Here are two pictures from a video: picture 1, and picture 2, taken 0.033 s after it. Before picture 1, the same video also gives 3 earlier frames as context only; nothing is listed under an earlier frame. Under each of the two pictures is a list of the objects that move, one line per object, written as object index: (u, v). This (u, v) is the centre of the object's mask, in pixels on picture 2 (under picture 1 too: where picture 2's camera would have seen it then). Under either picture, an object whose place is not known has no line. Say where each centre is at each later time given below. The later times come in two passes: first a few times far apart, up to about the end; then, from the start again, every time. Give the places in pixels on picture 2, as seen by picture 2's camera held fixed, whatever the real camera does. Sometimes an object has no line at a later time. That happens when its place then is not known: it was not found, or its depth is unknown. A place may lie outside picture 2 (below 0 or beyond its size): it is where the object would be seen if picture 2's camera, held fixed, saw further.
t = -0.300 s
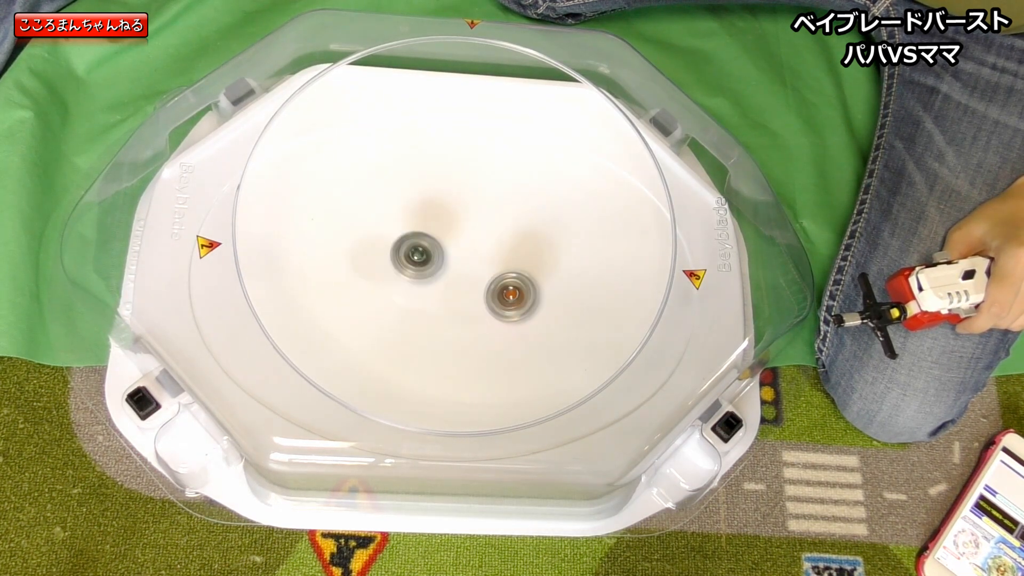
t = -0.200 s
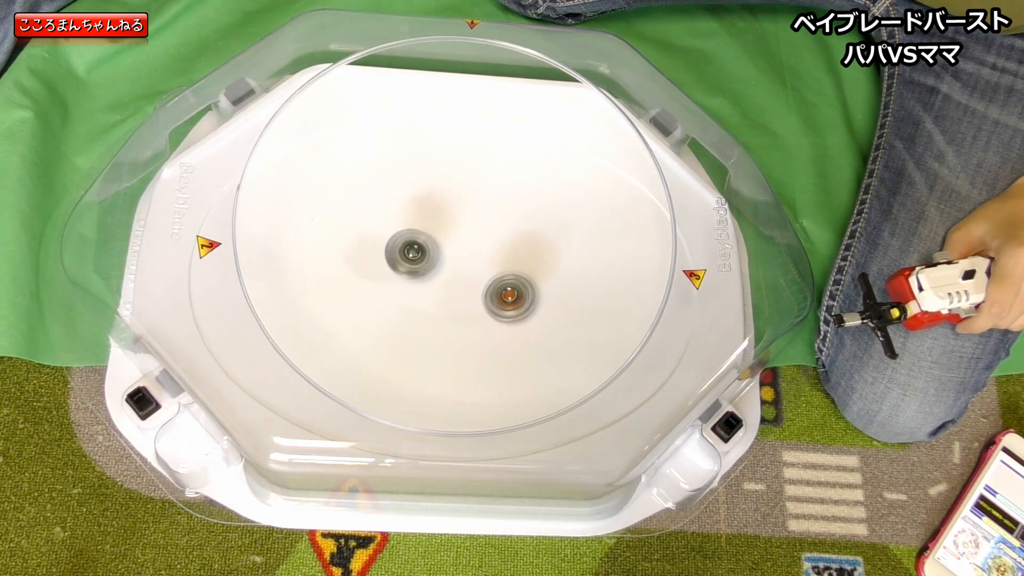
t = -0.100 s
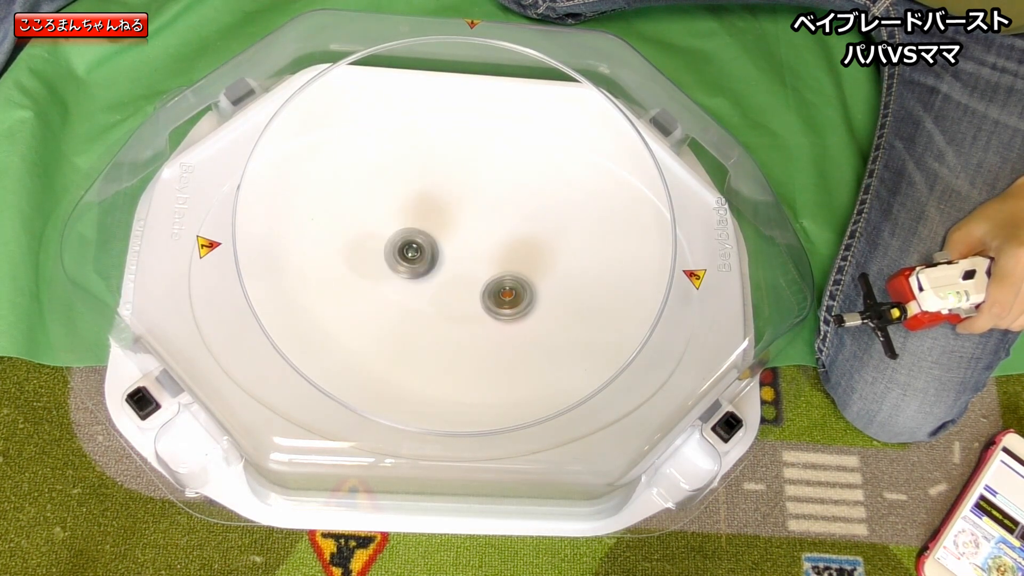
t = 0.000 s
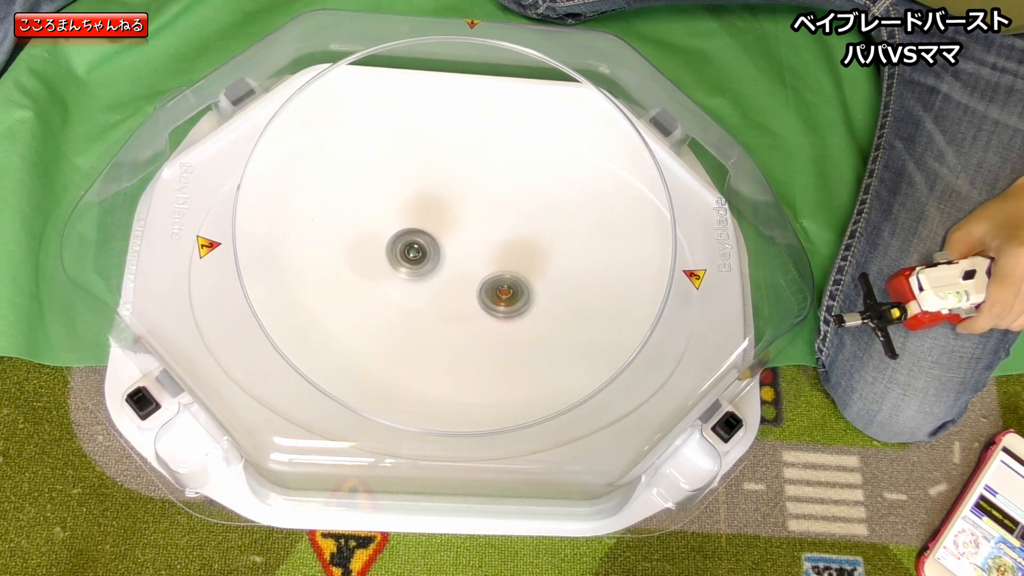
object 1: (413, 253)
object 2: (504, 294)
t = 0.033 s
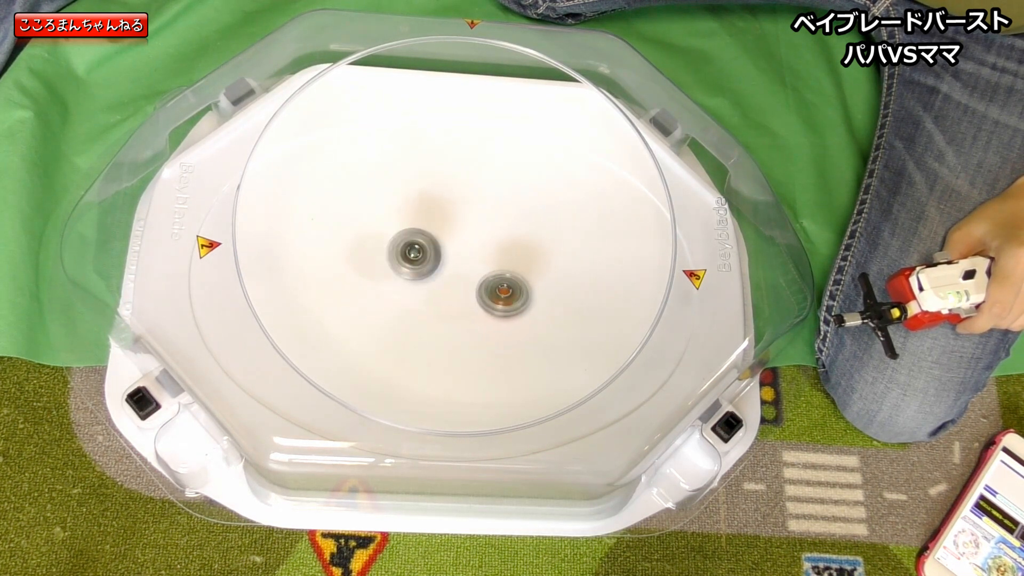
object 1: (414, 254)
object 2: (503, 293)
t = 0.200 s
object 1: (422, 259)
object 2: (496, 284)
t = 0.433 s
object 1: (434, 266)
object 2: (491, 273)
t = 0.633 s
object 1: (436, 270)
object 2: (494, 276)
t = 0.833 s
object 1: (434, 276)
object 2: (497, 277)
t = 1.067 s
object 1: (431, 282)
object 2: (495, 281)
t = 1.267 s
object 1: (425, 281)
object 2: (487, 283)
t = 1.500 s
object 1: (423, 276)
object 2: (480, 273)
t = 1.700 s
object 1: (425, 271)
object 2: (489, 270)
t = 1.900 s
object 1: (433, 267)
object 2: (492, 272)
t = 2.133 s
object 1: (430, 265)
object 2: (493, 282)
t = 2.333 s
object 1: (427, 261)
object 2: (484, 284)
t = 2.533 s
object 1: (424, 255)
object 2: (479, 282)
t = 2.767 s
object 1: (429, 252)
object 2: (483, 283)
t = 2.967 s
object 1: (432, 252)
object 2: (496, 291)
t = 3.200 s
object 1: (450, 262)
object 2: (492, 293)
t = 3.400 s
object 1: (447, 243)
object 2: (472, 294)
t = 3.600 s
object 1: (447, 229)
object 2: (461, 283)
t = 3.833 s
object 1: (457, 228)
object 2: (458, 284)
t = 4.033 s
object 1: (467, 237)
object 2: (456, 297)
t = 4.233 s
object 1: (470, 257)
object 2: (451, 302)
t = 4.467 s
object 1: (483, 253)
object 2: (444, 298)
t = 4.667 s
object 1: (490, 257)
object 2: (445, 299)
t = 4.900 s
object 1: (488, 266)
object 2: (440, 299)
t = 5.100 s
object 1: (478, 270)
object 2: (438, 299)
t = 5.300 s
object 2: (428, 288)
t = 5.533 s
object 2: (438, 281)
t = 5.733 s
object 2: (436, 276)
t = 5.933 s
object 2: (434, 276)
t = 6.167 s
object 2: (433, 270)
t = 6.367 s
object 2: (431, 278)
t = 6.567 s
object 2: (419, 277)
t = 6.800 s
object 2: (422, 271)
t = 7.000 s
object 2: (427, 275)
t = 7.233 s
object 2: (426, 275)
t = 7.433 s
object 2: (428, 270)
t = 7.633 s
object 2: (431, 269)
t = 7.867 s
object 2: (436, 269)
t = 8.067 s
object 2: (443, 261)
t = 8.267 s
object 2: (477, 257)
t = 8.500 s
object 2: (510, 268)
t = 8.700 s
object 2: (509, 269)
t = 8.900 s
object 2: (509, 269)
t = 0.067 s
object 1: (415, 254)
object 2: (502, 292)
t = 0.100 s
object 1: (416, 255)
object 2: (501, 290)
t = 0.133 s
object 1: (417, 256)
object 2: (500, 289)
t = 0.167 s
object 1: (420, 257)
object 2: (498, 285)
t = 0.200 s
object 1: (422, 259)
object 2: (496, 284)
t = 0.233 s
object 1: (424, 260)
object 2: (494, 282)
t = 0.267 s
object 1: (426, 262)
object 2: (493, 280)
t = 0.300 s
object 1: (429, 263)
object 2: (491, 278)
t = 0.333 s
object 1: (432, 265)
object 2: (489, 275)
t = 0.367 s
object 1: (434, 267)
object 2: (488, 273)
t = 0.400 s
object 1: (434, 267)
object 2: (490, 274)
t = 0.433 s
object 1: (434, 266)
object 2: (491, 273)
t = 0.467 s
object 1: (435, 267)
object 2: (491, 273)
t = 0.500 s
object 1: (436, 267)
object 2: (491, 274)
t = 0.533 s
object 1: (435, 267)
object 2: (493, 275)
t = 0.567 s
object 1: (435, 268)
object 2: (494, 276)
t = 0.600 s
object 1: (435, 269)
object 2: (494, 276)
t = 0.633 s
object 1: (436, 270)
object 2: (494, 276)
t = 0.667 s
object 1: (436, 270)
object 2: (494, 277)
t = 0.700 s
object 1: (435, 271)
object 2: (495, 277)
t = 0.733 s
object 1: (434, 272)
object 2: (496, 278)
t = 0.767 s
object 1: (434, 273)
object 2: (497, 276)
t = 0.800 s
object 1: (434, 275)
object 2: (497, 277)
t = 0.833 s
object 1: (434, 276)
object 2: (497, 277)
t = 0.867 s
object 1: (434, 277)
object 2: (496, 277)
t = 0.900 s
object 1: (435, 278)
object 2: (496, 277)
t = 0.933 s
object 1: (435, 279)
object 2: (495, 278)
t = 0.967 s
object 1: (436, 280)
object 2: (494, 278)
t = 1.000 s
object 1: (437, 282)
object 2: (494, 279)
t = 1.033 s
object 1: (435, 282)
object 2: (495, 279)
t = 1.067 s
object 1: (431, 282)
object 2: (495, 281)
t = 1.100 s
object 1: (428, 282)
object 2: (496, 282)
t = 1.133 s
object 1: (427, 281)
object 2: (494, 282)
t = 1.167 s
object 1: (426, 281)
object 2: (493, 283)
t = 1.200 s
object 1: (425, 282)
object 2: (491, 285)
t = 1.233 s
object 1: (425, 281)
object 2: (489, 285)
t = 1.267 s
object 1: (425, 281)
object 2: (487, 283)
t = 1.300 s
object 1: (425, 281)
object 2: (484, 282)
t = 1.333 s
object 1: (425, 280)
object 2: (482, 280)
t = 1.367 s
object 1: (424, 279)
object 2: (481, 279)
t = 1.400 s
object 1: (423, 278)
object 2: (481, 277)
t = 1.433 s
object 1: (422, 277)
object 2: (481, 276)
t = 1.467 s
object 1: (422, 276)
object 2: (481, 275)
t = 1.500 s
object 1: (423, 276)
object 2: (480, 273)
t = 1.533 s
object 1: (424, 275)
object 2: (480, 272)
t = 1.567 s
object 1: (425, 275)
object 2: (481, 272)
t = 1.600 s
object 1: (424, 273)
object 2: (484, 271)
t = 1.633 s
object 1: (423, 272)
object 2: (486, 270)
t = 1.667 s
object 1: (424, 271)
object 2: (488, 270)
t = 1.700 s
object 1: (425, 271)
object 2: (489, 270)
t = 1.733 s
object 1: (426, 270)
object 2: (490, 270)
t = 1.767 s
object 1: (427, 270)
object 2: (490, 270)
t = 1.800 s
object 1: (429, 269)
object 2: (490, 270)
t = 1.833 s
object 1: (432, 268)
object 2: (490, 270)
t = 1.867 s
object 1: (434, 268)
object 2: (490, 271)
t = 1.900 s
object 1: (433, 267)
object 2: (492, 272)
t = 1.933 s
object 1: (432, 267)
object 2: (492, 273)
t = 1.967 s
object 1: (432, 267)
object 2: (493, 274)
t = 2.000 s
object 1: (433, 267)
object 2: (492, 275)
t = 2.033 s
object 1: (434, 268)
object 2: (491, 276)
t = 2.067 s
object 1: (435, 268)
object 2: (491, 276)
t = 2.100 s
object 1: (433, 266)
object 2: (491, 279)
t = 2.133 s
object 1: (430, 265)
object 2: (493, 282)
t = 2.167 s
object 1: (428, 264)
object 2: (493, 284)
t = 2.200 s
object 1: (426, 263)
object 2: (492, 285)
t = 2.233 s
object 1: (426, 262)
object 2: (491, 285)
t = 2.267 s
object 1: (426, 262)
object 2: (489, 285)
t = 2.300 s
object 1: (426, 261)
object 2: (487, 284)
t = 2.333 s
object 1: (427, 261)
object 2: (484, 284)
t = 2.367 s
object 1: (427, 261)
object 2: (482, 283)
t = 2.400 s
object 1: (428, 260)
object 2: (480, 282)
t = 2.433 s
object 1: (425, 258)
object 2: (480, 282)
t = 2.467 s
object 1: (424, 256)
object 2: (480, 282)
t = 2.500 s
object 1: (423, 255)
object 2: (479, 282)
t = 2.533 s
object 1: (424, 255)
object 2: (479, 282)
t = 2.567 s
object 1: (424, 254)
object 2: (479, 282)
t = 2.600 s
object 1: (425, 254)
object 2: (479, 281)
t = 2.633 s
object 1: (426, 254)
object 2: (479, 281)
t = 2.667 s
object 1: (427, 254)
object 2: (479, 281)
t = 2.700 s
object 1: (429, 254)
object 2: (479, 281)
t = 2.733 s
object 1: (431, 254)
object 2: (479, 281)
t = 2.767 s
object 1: (429, 252)
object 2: (483, 283)
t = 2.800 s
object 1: (428, 250)
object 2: (486, 285)
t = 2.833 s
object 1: (427, 249)
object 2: (490, 286)
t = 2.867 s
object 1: (428, 249)
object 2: (492, 287)
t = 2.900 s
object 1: (429, 250)
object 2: (495, 288)
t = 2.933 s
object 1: (430, 251)
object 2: (496, 289)
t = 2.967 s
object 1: (432, 252)
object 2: (496, 291)
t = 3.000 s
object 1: (434, 253)
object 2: (496, 291)
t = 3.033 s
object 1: (437, 255)
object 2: (496, 292)
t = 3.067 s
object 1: (439, 257)
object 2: (496, 292)
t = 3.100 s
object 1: (442, 259)
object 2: (495, 292)
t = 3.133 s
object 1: (445, 261)
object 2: (494, 292)
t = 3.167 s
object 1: (447, 262)
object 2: (493, 291)
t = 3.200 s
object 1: (450, 262)
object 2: (492, 293)
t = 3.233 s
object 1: (450, 258)
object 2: (492, 296)
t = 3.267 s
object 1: (449, 255)
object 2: (490, 298)
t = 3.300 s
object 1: (450, 253)
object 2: (487, 298)
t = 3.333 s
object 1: (449, 251)
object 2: (482, 296)
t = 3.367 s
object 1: (449, 247)
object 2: (476, 295)
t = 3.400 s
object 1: (447, 243)
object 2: (472, 294)
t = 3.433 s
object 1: (446, 240)
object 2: (469, 292)
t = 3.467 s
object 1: (445, 238)
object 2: (466, 290)
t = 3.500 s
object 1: (445, 236)
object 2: (464, 286)
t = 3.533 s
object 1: (446, 234)
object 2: (462, 284)
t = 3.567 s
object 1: (446, 231)
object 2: (461, 283)
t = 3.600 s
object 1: (447, 229)
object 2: (461, 283)
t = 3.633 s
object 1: (447, 227)
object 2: (460, 283)
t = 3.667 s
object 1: (448, 226)
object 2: (460, 283)
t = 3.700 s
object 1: (449, 225)
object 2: (460, 283)
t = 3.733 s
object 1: (451, 225)
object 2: (459, 283)
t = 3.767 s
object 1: (452, 226)
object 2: (459, 284)
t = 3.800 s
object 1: (455, 227)
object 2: (459, 284)
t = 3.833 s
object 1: (457, 228)
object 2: (458, 284)
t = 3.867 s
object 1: (459, 230)
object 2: (458, 284)
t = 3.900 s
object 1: (460, 231)
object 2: (457, 284)
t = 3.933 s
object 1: (462, 233)
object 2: (457, 287)
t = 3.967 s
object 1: (465, 233)
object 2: (456, 290)
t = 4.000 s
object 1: (466, 235)
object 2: (457, 294)
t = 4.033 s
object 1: (467, 237)
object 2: (456, 297)
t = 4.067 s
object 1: (468, 239)
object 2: (455, 300)
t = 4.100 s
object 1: (468, 243)
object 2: (454, 301)
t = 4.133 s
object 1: (469, 246)
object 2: (453, 302)
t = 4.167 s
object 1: (469, 250)
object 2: (452, 302)
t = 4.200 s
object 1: (469, 254)
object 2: (452, 301)
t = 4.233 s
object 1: (470, 257)
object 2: (451, 302)
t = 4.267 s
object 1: (472, 255)
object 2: (450, 304)
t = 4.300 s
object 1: (476, 255)
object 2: (447, 304)
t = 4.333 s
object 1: (478, 255)
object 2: (447, 304)
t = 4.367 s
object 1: (479, 255)
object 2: (447, 302)
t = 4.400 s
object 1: (479, 256)
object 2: (447, 299)
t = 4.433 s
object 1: (480, 255)
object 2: (446, 298)
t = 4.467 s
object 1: (483, 253)
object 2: (444, 298)
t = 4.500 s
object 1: (486, 253)
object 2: (443, 297)
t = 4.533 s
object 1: (487, 254)
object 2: (444, 298)
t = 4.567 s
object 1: (488, 254)
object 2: (444, 298)
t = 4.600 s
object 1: (489, 255)
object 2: (444, 299)
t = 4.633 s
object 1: (489, 256)
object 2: (444, 298)
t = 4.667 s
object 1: (490, 257)
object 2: (445, 299)
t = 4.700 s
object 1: (490, 259)
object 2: (445, 298)
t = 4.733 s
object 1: (490, 261)
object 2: (445, 299)
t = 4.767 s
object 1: (489, 263)
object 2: (445, 298)
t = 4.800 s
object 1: (488, 264)
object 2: (445, 298)
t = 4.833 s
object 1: (487, 265)
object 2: (444, 298)
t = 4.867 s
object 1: (488, 265)
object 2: (443, 298)
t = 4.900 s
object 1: (488, 266)
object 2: (440, 299)
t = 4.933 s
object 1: (486, 267)
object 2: (439, 300)
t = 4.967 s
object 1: (484, 268)
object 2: (438, 300)
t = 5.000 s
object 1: (483, 268)
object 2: (438, 299)
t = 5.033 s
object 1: (481, 268)
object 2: (438, 299)
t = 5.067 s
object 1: (480, 270)
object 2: (438, 299)
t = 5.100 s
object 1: (478, 270)
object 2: (438, 299)
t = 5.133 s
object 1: (480, 270)
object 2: (437, 297)
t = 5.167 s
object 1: (484, 269)
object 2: (431, 297)
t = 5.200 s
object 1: (487, 268)
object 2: (427, 294)
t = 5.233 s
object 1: (489, 268)
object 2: (426, 292)
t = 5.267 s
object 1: (490, 267)
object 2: (427, 289)
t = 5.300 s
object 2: (428, 288)
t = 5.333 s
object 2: (430, 286)
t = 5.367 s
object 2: (433, 284)
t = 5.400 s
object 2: (436, 284)
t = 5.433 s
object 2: (438, 282)
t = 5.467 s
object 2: (439, 281)
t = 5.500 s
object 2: (439, 281)
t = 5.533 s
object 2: (438, 281)
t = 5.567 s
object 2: (437, 281)
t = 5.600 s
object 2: (437, 279)
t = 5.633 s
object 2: (437, 279)
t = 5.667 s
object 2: (438, 278)
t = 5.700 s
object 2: (438, 277)
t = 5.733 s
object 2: (436, 276)
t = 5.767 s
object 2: (434, 277)
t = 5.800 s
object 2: (434, 277)
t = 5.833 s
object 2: (434, 276)
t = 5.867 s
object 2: (433, 276)
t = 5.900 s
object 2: (434, 276)
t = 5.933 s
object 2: (434, 276)
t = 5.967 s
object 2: (434, 276)
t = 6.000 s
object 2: (432, 275)
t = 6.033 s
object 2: (430, 272)
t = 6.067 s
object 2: (429, 270)
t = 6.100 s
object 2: (430, 269)
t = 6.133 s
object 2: (431, 269)
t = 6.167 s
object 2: (433, 270)
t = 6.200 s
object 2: (434, 272)
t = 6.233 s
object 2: (434, 273)
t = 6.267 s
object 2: (435, 275)
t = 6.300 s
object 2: (434, 276)
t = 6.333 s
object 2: (433, 276)
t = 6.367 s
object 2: (431, 278)
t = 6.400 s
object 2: (428, 278)
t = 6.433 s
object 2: (426, 278)
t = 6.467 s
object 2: (424, 278)
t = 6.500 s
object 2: (422, 279)
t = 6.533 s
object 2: (420, 278)
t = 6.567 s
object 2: (419, 277)
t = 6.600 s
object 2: (419, 276)
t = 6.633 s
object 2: (420, 276)
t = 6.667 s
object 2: (420, 275)
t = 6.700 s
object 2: (421, 274)
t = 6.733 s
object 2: (423, 274)
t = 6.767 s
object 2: (422, 273)
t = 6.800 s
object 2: (422, 271)
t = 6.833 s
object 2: (424, 271)
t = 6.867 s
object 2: (424, 271)
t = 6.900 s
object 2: (425, 272)
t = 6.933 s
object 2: (427, 273)
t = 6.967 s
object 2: (426, 274)
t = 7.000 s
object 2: (427, 275)
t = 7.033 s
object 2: (427, 276)
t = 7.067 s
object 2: (426, 276)
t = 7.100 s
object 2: (426, 276)
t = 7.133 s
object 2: (427, 277)
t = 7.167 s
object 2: (426, 277)
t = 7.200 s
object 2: (428, 276)
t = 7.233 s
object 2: (426, 275)
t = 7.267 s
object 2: (425, 274)
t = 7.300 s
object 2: (425, 273)
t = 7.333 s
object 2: (426, 272)
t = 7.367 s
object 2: (426, 272)
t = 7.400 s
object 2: (427, 270)
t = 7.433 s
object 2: (428, 270)
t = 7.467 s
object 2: (430, 271)
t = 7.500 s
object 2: (430, 270)
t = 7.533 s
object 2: (432, 270)
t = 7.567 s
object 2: (432, 270)
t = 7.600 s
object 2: (431, 270)
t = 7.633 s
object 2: (431, 269)
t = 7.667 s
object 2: (431, 269)
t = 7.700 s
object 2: (431, 267)
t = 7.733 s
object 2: (432, 266)
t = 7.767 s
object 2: (433, 266)
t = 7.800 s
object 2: (434, 265)
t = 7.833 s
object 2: (435, 267)
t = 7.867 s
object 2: (436, 269)
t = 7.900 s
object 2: (435, 269)
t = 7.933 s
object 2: (436, 268)
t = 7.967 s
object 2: (437, 268)
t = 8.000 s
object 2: (437, 268)
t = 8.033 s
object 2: (440, 265)
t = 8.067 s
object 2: (443, 261)
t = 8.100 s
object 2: (448, 259)
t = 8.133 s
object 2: (452, 258)
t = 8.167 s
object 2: (456, 257)
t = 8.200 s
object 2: (460, 257)
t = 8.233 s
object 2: (468, 256)
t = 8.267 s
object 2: (477, 257)
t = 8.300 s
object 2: (485, 258)
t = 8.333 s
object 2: (493, 261)
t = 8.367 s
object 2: (499, 263)
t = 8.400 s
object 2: (504, 264)
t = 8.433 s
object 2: (507, 266)
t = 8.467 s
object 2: (509, 267)
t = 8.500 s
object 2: (510, 268)
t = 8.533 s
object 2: (510, 269)
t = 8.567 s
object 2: (510, 270)
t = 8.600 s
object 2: (510, 270)
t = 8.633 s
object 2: (510, 270)
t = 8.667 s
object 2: (509, 270)
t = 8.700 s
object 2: (509, 269)
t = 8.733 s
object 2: (509, 269)
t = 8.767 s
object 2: (509, 269)
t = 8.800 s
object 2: (509, 269)
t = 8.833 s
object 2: (509, 269)
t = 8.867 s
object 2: (509, 269)
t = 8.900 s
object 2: (509, 269)
